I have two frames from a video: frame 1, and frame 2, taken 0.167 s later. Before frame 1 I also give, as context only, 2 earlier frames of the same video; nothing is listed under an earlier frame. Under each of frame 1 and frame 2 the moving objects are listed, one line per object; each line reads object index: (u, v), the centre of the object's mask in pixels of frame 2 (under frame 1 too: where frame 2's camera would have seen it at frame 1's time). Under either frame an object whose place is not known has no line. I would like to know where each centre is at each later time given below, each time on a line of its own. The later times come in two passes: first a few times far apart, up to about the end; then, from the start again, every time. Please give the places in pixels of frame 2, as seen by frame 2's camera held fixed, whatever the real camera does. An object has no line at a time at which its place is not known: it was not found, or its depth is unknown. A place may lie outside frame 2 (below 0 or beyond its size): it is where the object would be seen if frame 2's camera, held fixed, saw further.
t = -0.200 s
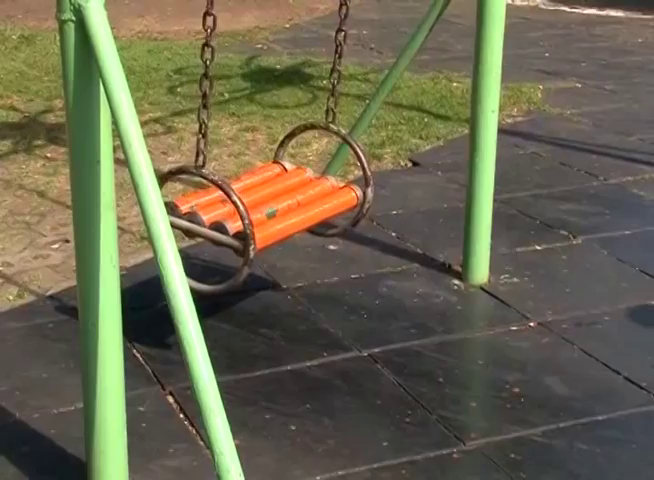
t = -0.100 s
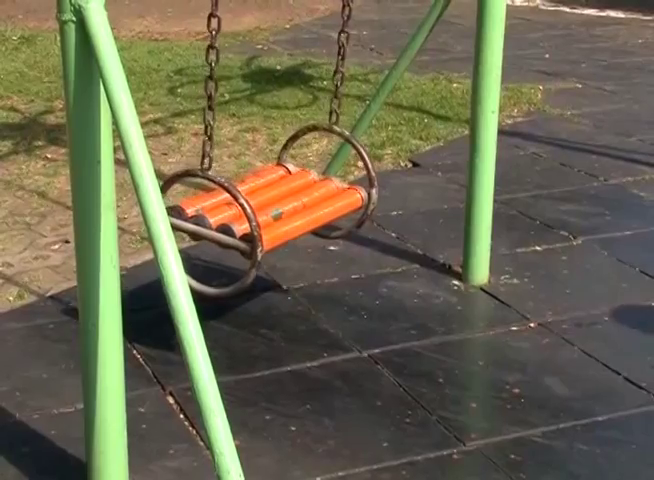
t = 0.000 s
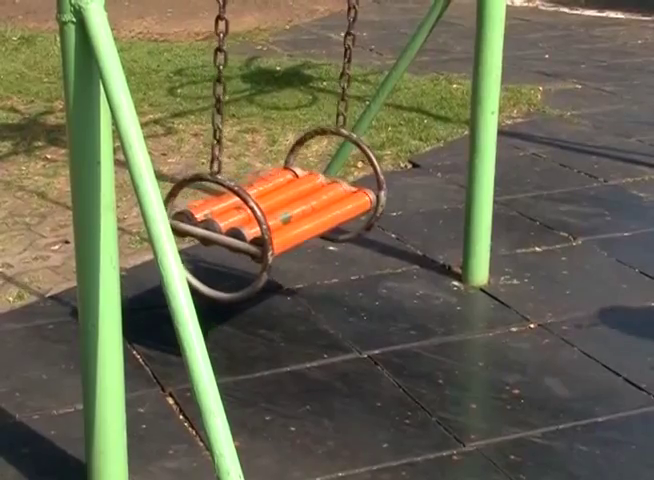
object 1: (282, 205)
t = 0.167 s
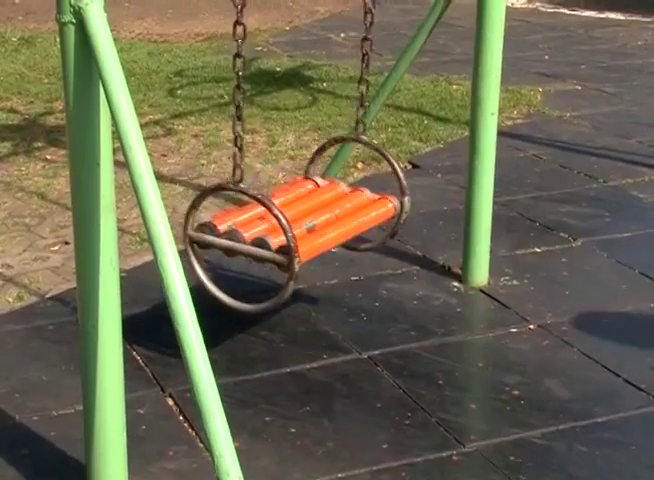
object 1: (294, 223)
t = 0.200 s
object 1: (299, 225)
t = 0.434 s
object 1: (345, 238)
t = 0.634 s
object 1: (386, 246)
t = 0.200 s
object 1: (299, 225)
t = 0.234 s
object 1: (305, 227)
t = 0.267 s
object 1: (311, 229)
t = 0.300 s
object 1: (318, 230)
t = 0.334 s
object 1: (325, 233)
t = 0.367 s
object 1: (332, 234)
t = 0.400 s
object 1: (339, 236)
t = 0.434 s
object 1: (345, 238)
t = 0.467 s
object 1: (352, 240)
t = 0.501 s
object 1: (358, 241)
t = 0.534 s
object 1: (364, 242)
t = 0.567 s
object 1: (373, 243)
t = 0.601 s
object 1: (379, 245)
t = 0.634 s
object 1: (386, 246)
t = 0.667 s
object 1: (392, 246)
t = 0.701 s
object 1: (398, 247)
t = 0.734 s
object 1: (403, 248)
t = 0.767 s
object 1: (408, 249)
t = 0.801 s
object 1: (413, 250)
